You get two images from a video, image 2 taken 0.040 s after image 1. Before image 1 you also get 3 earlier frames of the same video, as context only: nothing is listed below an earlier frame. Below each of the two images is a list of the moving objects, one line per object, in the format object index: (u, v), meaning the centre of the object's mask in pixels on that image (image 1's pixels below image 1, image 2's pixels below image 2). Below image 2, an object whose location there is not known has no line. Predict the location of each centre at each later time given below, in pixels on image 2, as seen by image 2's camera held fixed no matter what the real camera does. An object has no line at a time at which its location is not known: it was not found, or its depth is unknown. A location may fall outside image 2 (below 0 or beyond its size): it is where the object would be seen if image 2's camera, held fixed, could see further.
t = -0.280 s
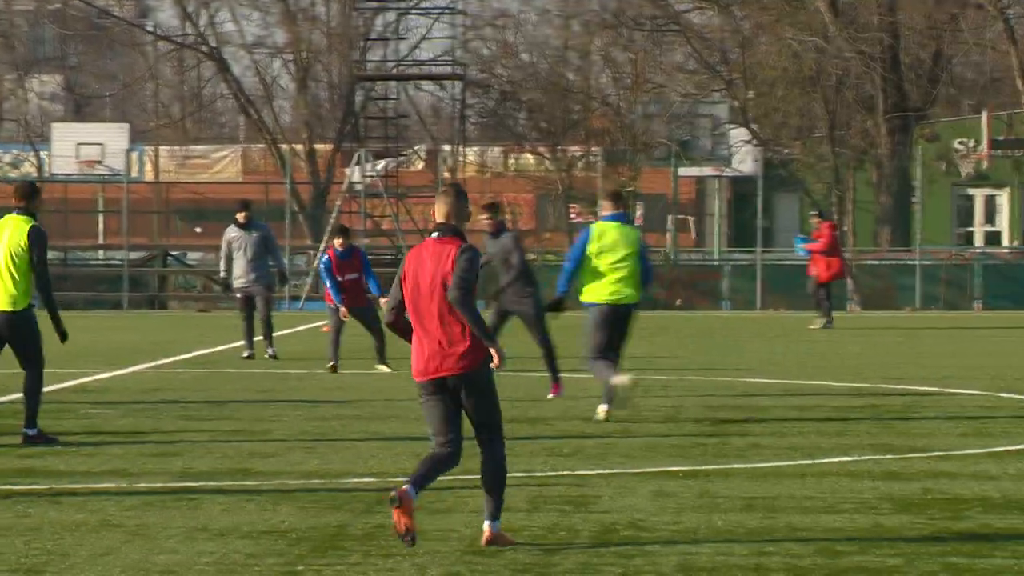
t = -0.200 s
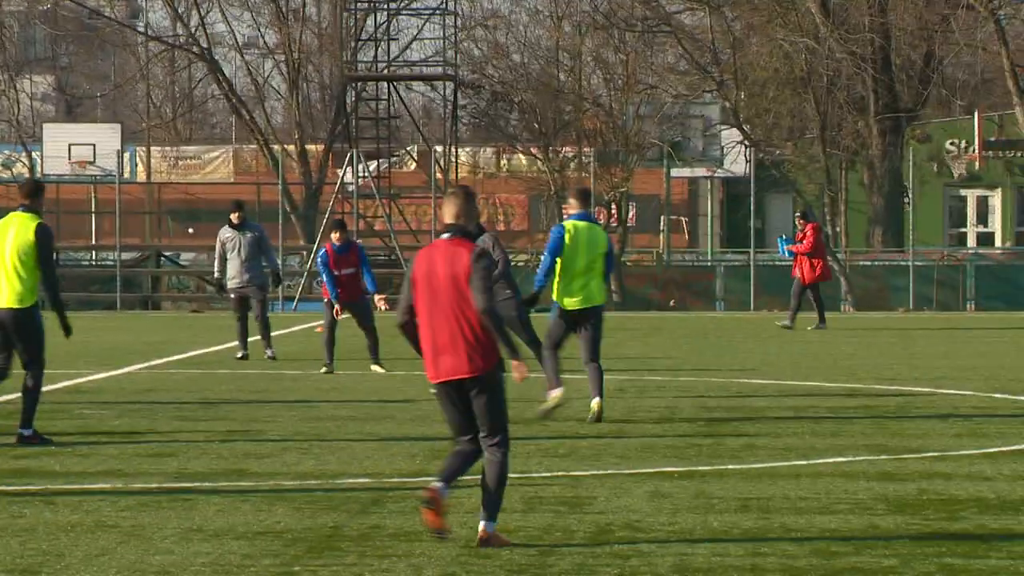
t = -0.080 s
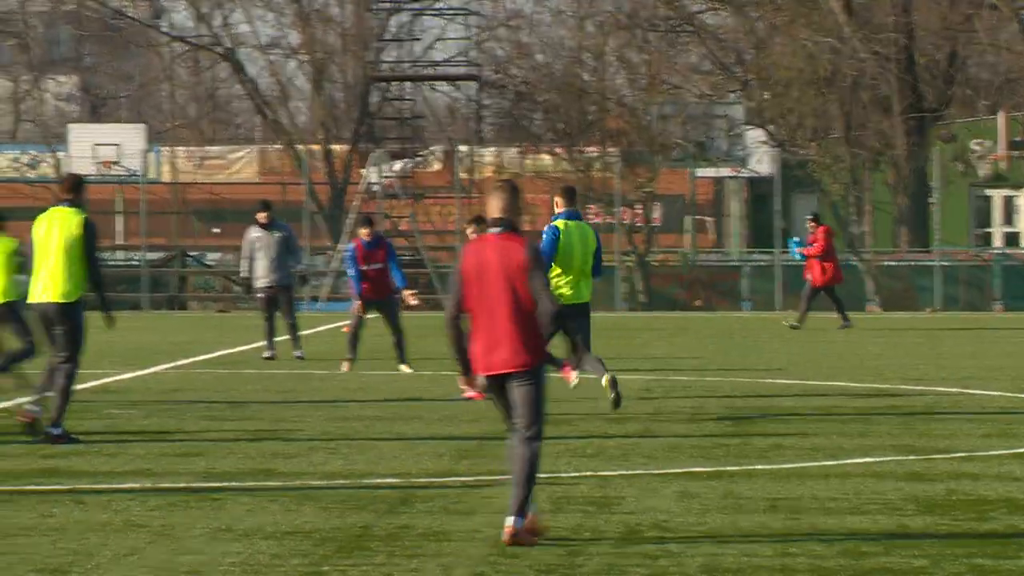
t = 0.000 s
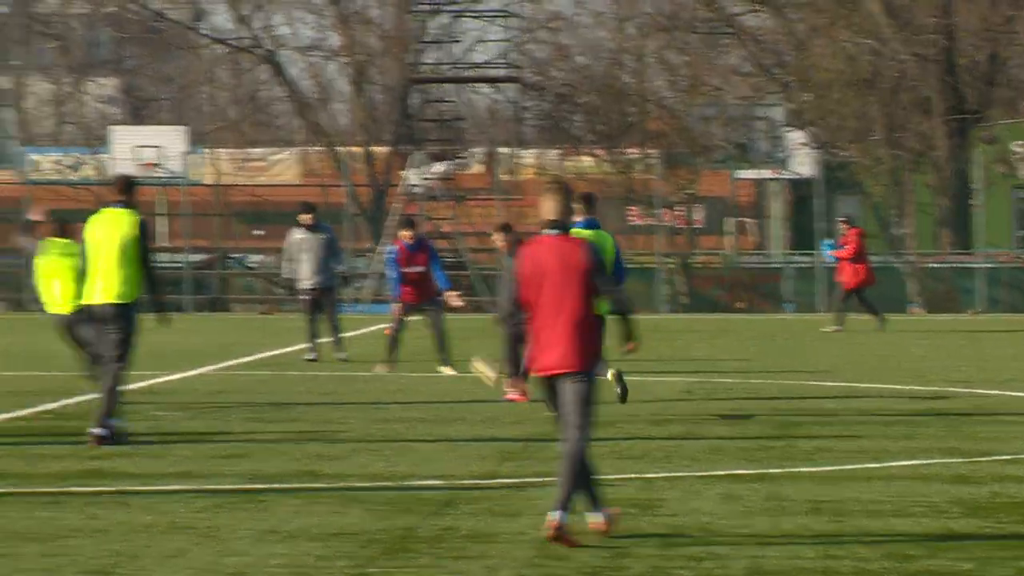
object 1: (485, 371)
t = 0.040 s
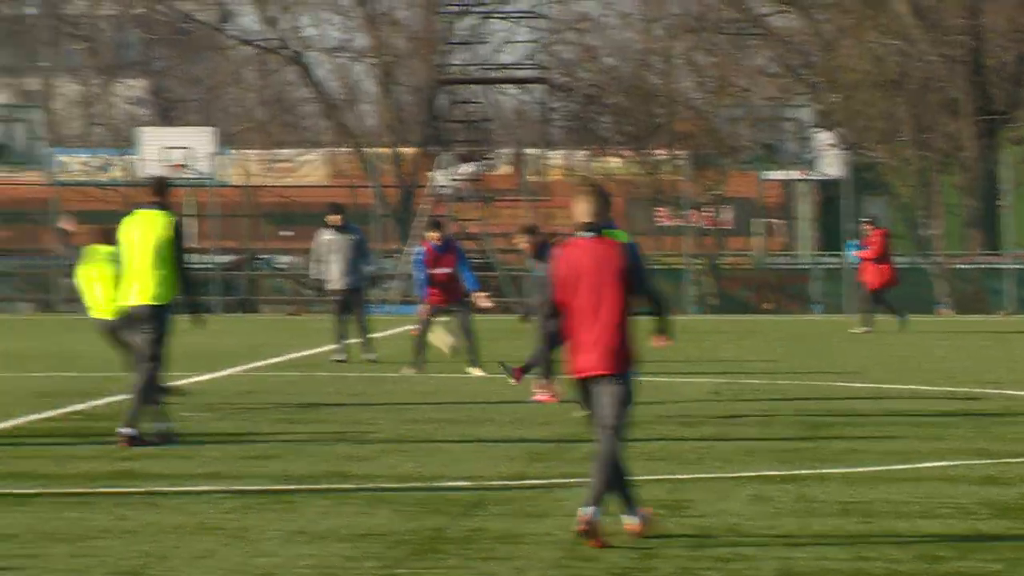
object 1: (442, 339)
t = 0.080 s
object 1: (376, 310)
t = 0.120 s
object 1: (307, 282)
